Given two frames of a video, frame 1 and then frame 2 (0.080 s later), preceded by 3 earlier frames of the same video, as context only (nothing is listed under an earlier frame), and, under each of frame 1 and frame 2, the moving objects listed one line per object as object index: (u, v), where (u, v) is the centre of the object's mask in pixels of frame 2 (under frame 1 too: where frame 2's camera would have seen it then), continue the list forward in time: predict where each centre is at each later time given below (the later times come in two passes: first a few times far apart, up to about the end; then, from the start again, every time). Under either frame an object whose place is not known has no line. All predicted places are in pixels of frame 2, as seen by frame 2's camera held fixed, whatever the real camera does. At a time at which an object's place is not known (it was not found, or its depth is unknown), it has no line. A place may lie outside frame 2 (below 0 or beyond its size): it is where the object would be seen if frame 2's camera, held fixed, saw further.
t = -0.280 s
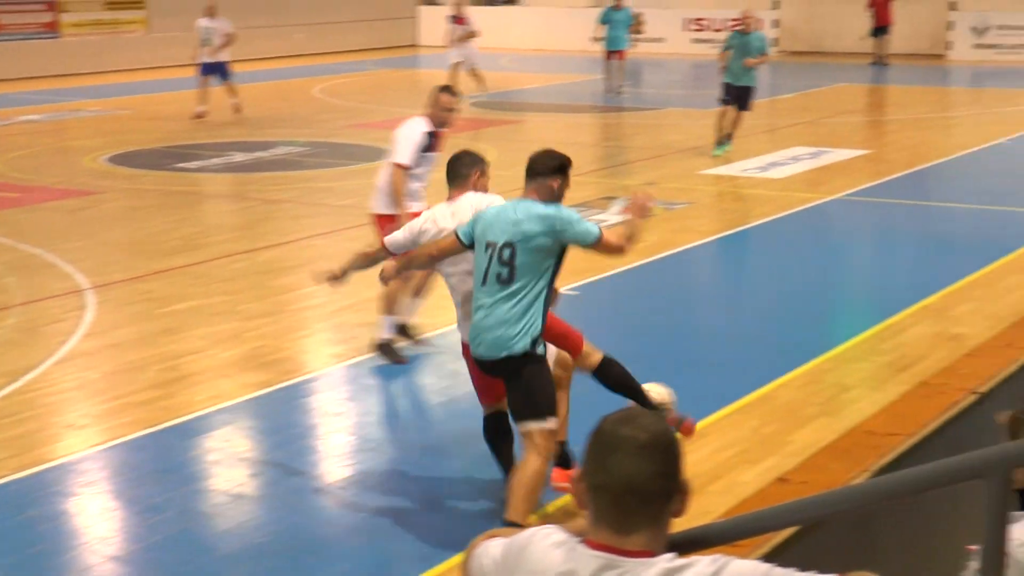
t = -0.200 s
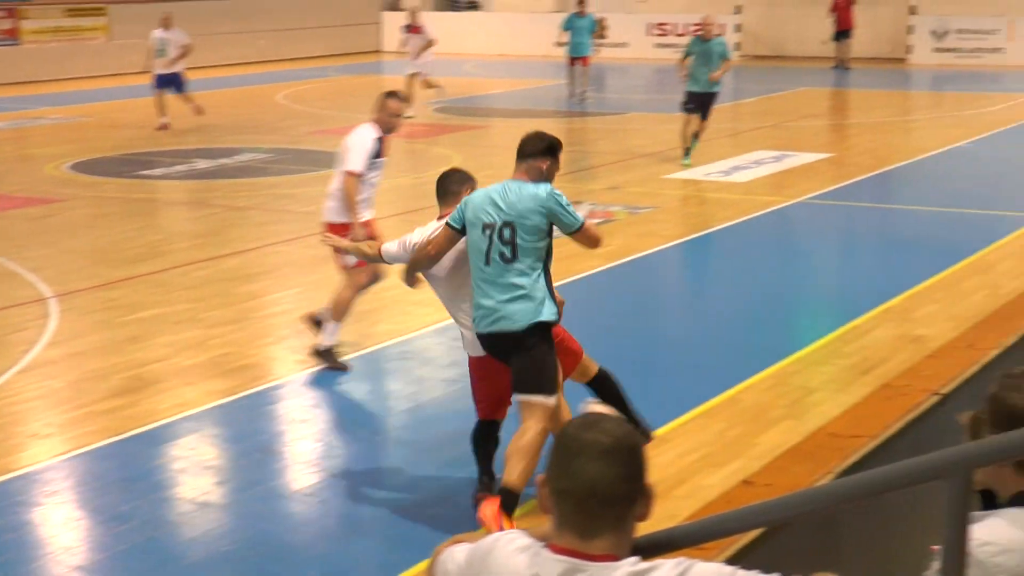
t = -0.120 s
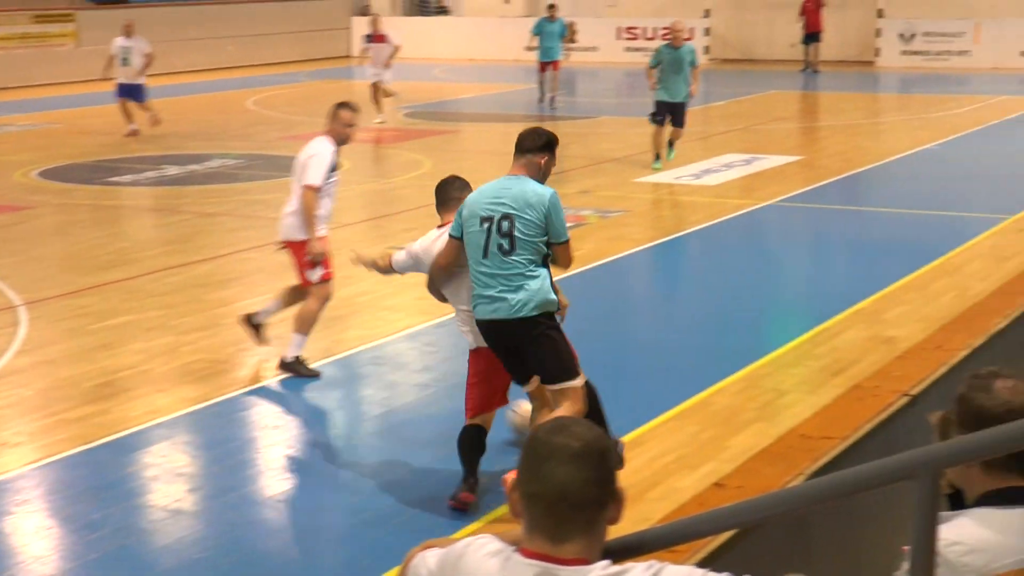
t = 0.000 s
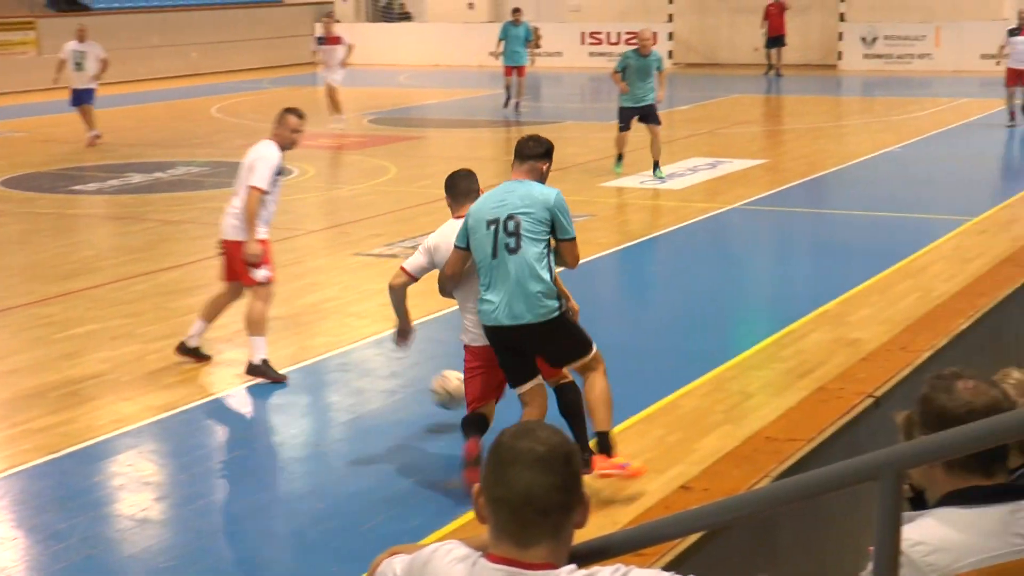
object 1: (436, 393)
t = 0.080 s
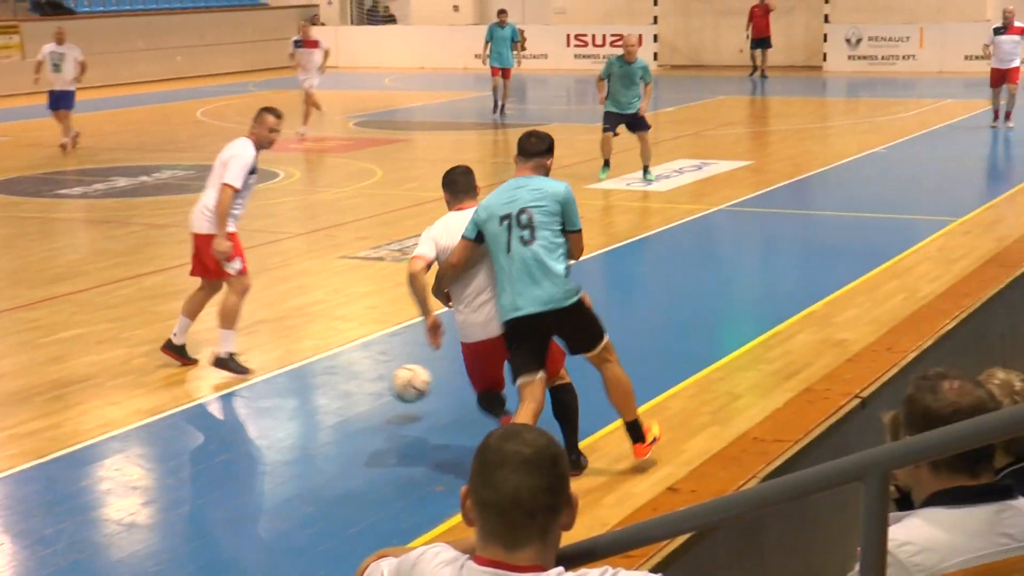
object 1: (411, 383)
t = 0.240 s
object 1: (362, 377)
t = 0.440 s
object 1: (323, 363)
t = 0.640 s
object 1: (287, 348)
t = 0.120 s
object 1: (397, 383)
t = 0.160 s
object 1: (384, 385)
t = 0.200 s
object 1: (371, 387)
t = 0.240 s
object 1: (362, 377)
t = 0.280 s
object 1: (354, 371)
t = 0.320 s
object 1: (347, 368)
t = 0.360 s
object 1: (338, 369)
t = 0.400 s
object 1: (331, 370)
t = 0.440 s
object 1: (323, 363)
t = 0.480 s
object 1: (316, 358)
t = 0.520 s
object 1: (308, 356)
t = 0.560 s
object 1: (301, 356)
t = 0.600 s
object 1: (294, 352)
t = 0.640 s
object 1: (287, 348)
